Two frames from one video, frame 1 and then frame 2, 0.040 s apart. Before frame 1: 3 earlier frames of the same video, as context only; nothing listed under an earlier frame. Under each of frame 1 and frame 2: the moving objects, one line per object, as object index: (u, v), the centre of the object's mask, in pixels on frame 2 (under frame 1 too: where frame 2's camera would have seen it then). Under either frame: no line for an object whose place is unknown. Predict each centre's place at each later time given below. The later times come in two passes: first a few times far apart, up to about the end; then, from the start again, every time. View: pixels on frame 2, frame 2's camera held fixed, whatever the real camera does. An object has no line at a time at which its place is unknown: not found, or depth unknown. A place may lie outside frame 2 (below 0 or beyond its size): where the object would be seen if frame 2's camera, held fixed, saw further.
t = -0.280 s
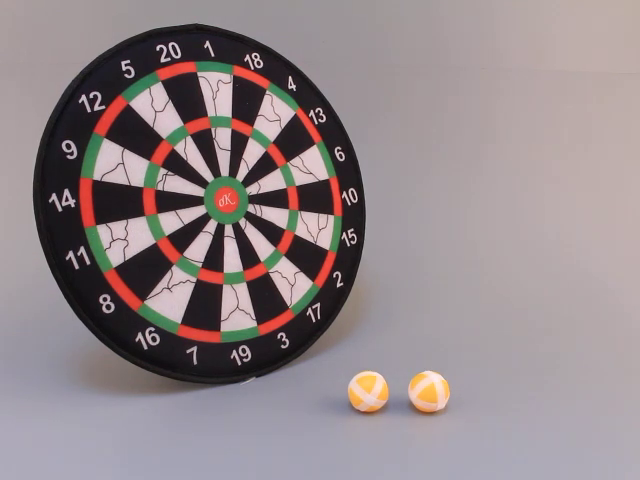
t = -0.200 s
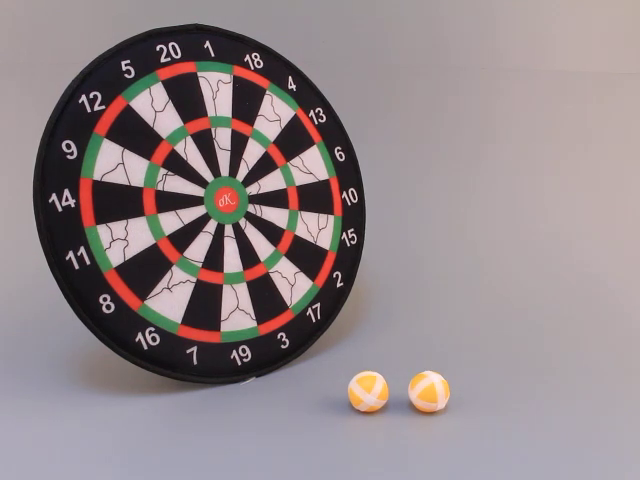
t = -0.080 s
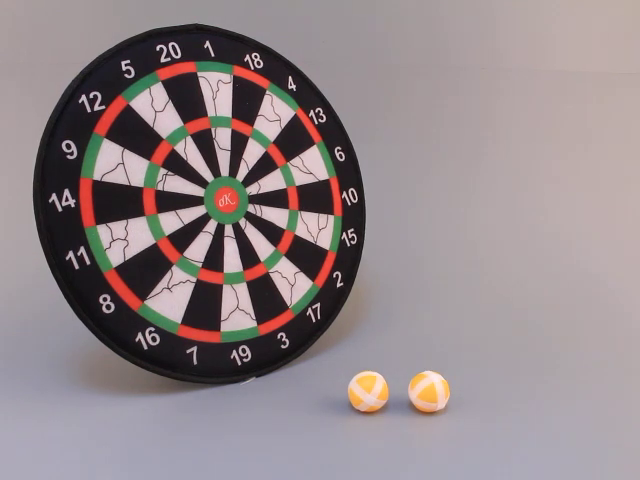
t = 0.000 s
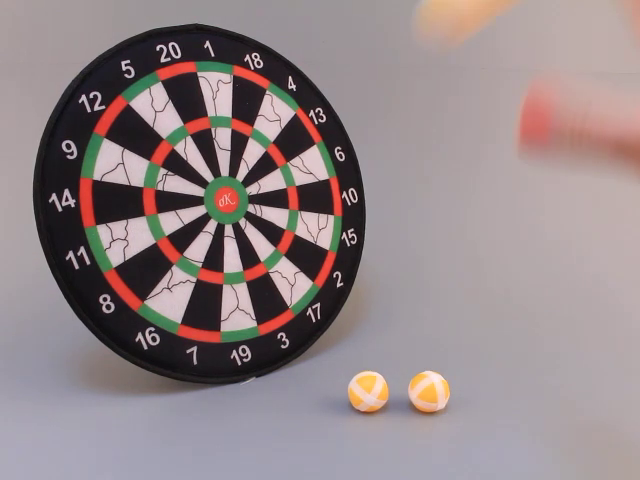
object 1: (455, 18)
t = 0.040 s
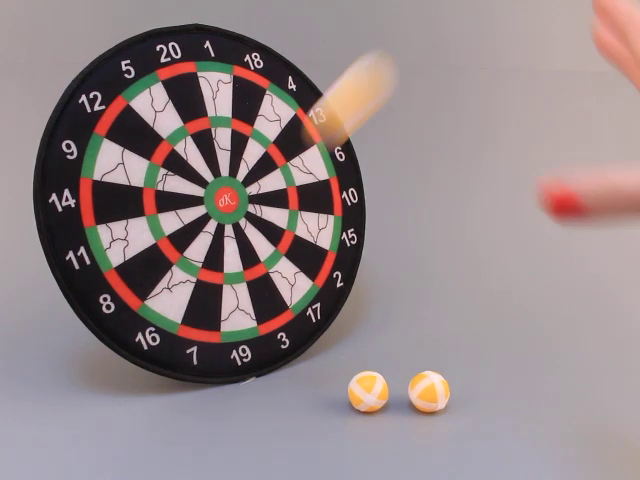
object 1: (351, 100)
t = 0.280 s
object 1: (244, 245)
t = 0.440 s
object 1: (245, 246)
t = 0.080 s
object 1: (266, 194)
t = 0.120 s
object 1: (246, 248)
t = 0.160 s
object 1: (250, 243)
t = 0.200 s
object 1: (247, 243)
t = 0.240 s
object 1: (244, 247)
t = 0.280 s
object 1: (244, 245)
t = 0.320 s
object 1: (246, 246)
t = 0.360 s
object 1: (245, 246)
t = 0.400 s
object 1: (245, 246)
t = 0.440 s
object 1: (245, 246)
